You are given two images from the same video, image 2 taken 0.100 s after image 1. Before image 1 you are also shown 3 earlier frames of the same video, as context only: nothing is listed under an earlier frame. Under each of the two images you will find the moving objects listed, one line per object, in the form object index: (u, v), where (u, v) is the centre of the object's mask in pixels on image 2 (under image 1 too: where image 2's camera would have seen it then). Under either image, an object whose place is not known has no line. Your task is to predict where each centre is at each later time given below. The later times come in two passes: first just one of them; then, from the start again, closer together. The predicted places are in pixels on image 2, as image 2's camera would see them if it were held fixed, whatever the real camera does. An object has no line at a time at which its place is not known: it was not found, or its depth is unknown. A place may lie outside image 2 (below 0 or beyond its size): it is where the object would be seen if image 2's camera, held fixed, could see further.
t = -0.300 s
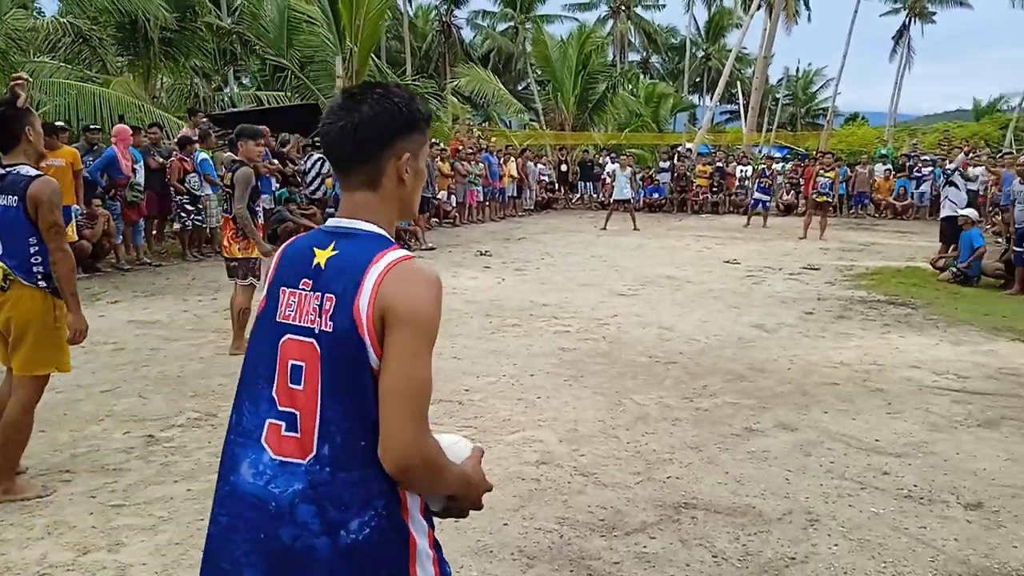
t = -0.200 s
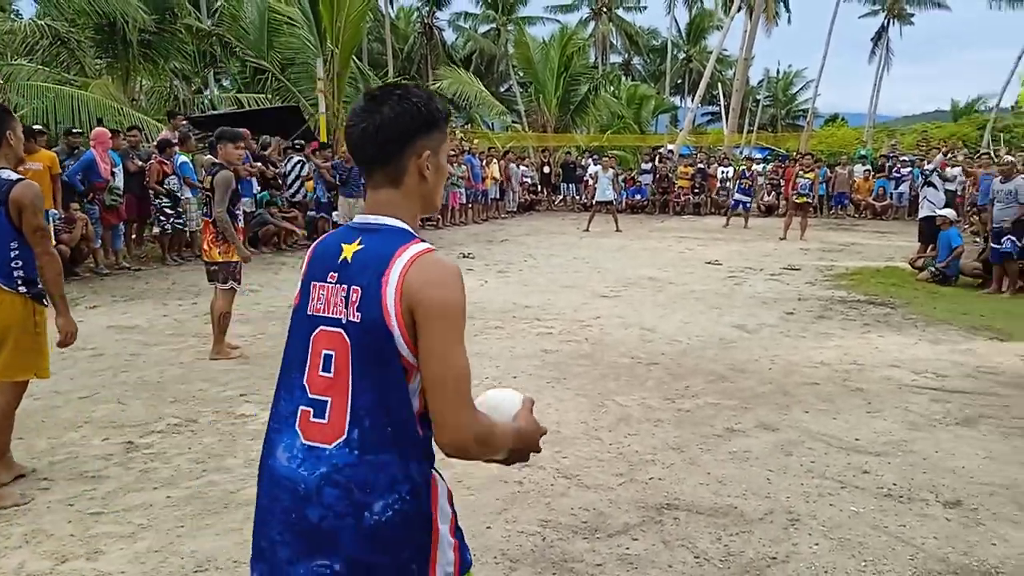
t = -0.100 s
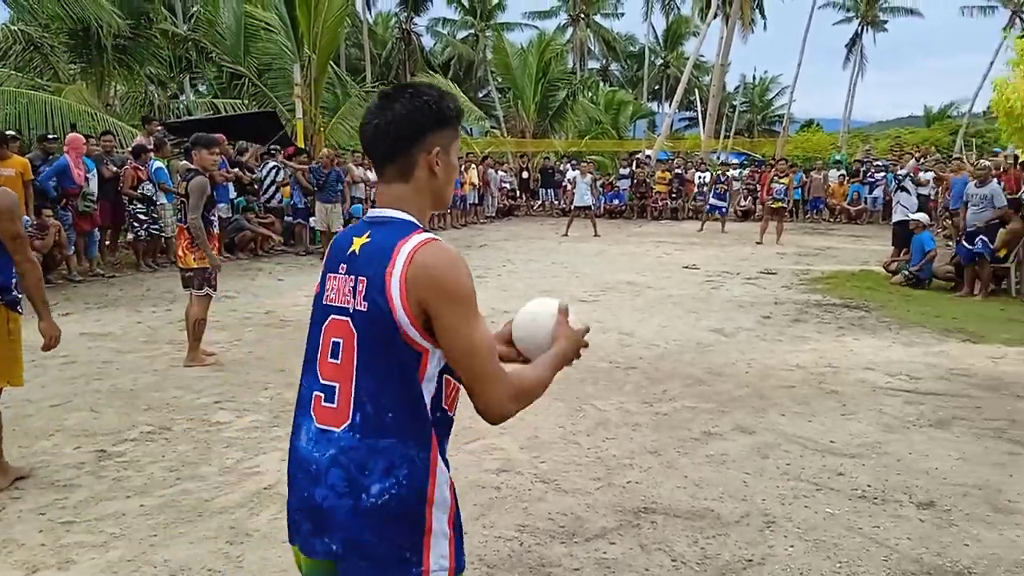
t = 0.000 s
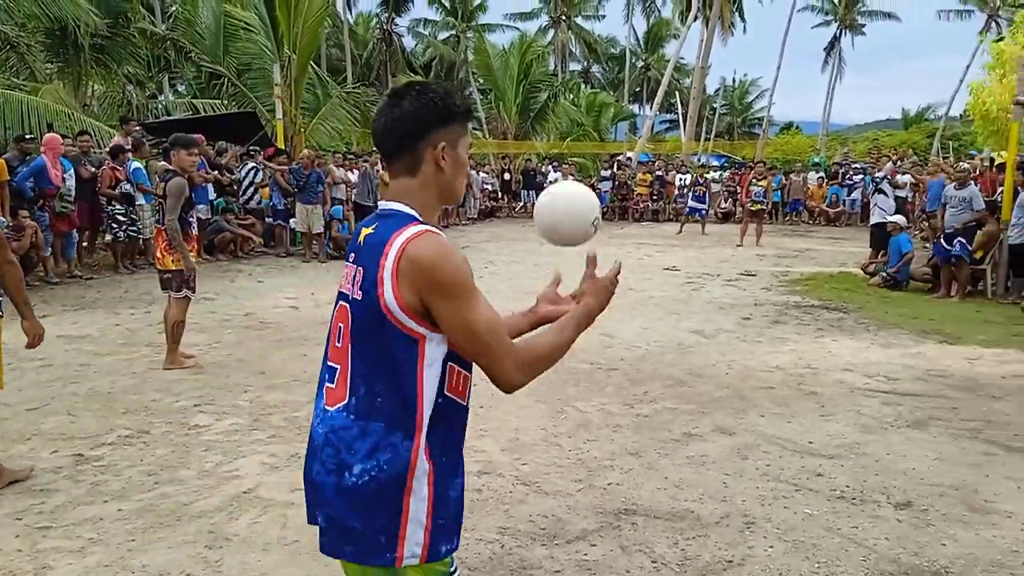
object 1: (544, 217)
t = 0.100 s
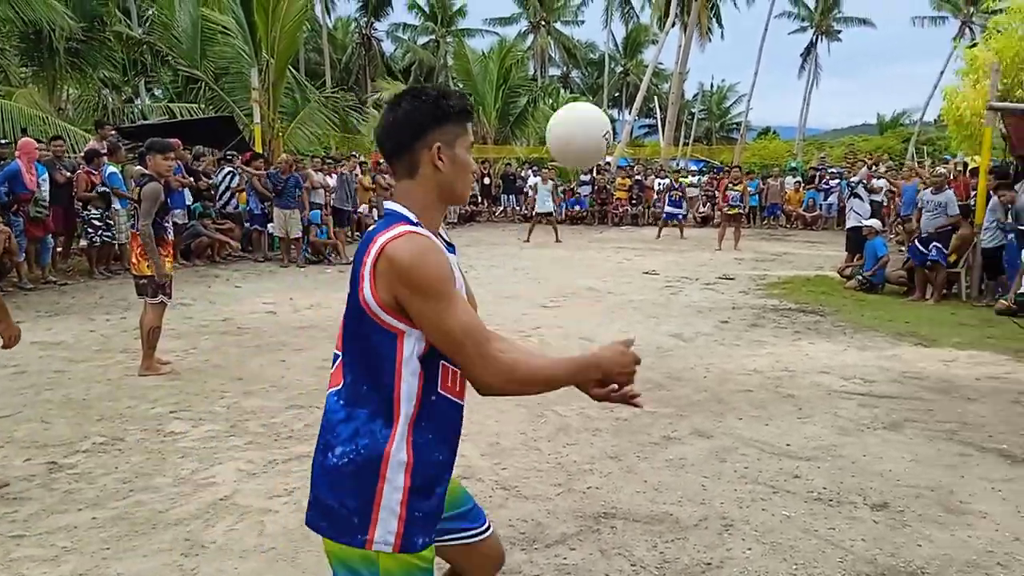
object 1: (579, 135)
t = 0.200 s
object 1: (608, 94)
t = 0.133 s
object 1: (589, 117)
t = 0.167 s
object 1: (599, 103)
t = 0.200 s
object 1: (608, 94)
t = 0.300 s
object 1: (636, 94)
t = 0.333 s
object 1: (645, 103)
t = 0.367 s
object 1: (654, 117)
